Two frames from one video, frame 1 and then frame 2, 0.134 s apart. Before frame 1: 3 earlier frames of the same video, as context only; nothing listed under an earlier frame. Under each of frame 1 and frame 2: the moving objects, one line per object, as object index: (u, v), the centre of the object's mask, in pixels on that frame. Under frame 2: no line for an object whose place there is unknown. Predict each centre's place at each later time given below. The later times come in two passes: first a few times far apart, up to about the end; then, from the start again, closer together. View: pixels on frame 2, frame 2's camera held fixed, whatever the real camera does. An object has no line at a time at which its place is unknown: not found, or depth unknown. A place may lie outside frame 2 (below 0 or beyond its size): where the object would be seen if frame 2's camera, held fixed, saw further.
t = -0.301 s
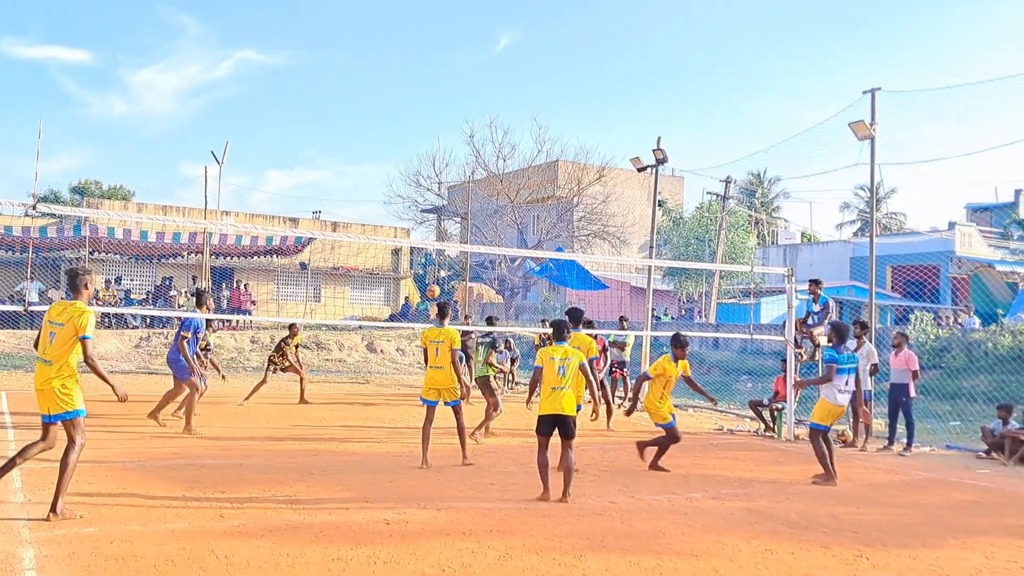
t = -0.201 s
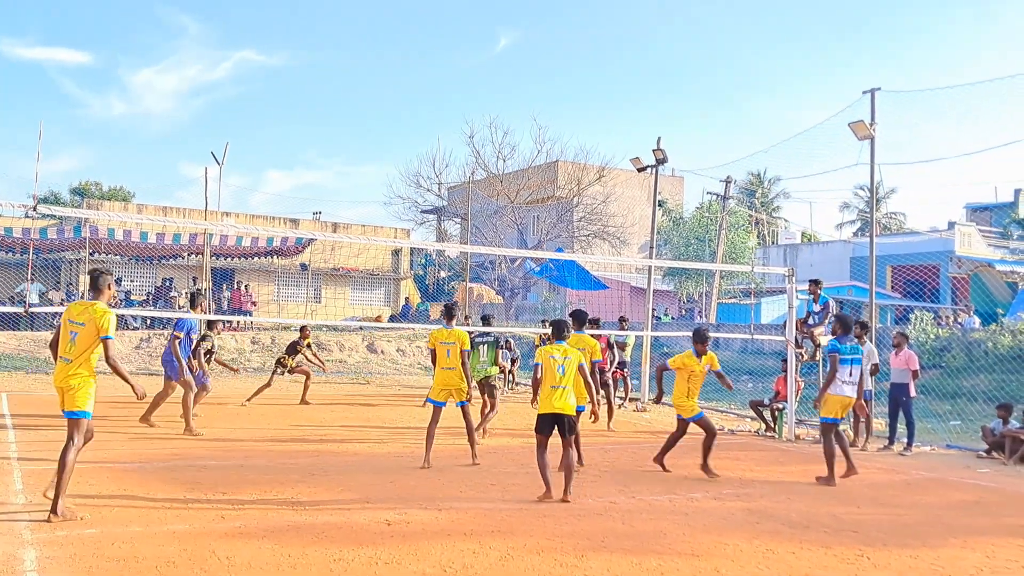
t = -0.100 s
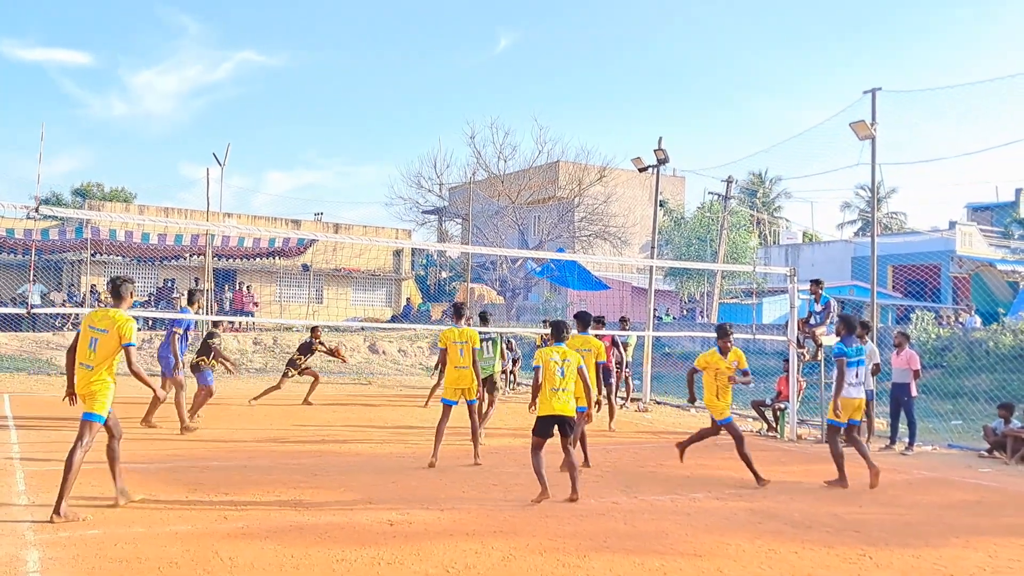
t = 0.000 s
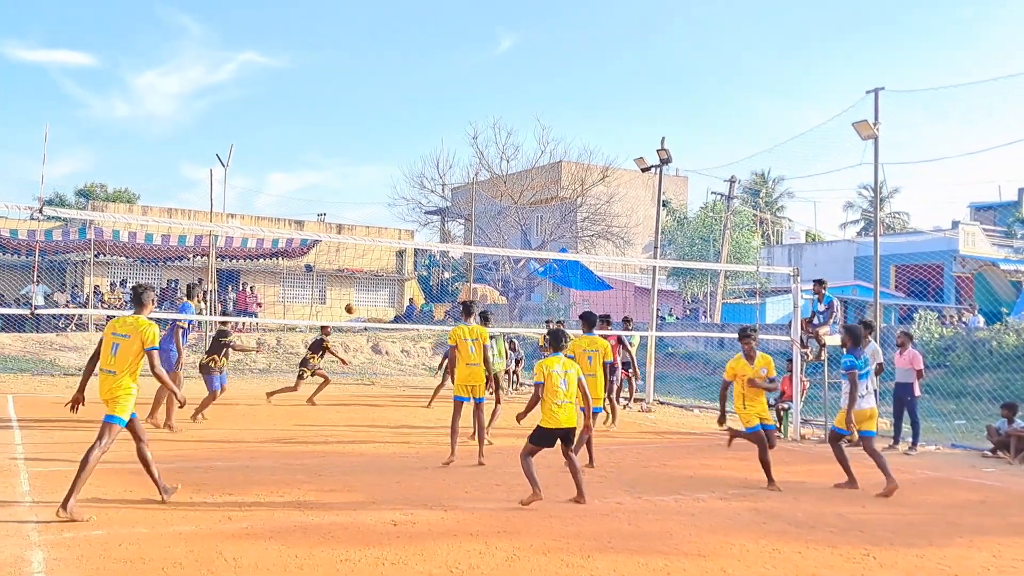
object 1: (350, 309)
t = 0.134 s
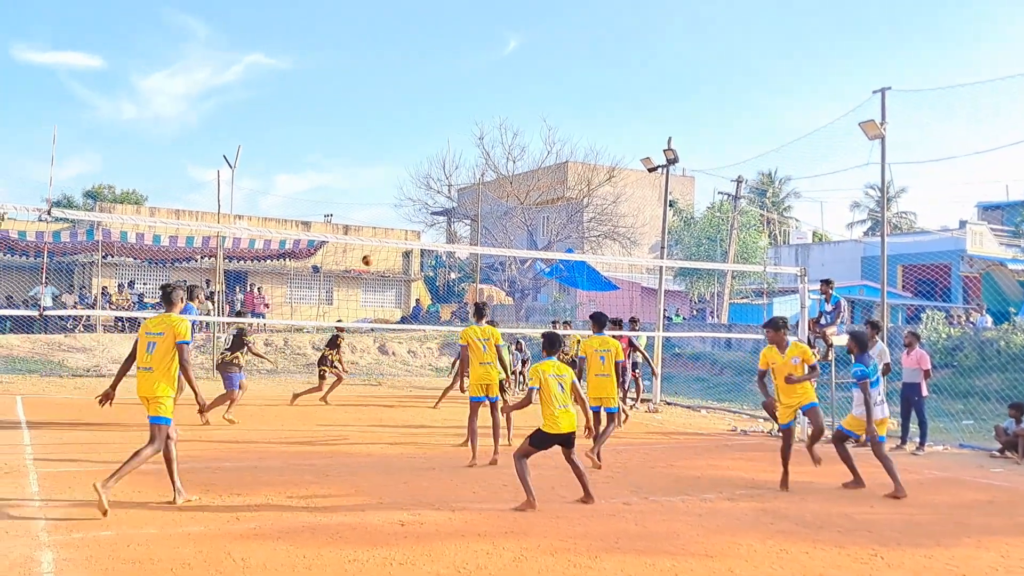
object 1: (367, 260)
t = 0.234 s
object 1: (374, 229)
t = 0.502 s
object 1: (390, 170)
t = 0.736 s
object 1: (402, 149)
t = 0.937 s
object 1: (410, 158)
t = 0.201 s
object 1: (371, 235)
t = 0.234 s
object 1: (374, 229)
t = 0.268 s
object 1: (377, 220)
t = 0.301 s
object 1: (379, 211)
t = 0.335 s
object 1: (381, 203)
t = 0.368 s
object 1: (383, 195)
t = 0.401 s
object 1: (385, 188)
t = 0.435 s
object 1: (387, 181)
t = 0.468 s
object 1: (389, 175)
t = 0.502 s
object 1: (390, 170)
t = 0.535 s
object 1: (392, 165)
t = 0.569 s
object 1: (394, 161)
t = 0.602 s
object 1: (395, 157)
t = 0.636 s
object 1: (397, 154)
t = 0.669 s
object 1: (399, 152)
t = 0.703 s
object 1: (401, 150)
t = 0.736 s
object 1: (402, 149)
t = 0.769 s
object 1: (403, 149)
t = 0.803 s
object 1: (405, 149)
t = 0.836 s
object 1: (406, 150)
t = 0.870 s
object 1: (407, 152)
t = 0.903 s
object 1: (409, 154)
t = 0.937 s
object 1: (410, 158)
